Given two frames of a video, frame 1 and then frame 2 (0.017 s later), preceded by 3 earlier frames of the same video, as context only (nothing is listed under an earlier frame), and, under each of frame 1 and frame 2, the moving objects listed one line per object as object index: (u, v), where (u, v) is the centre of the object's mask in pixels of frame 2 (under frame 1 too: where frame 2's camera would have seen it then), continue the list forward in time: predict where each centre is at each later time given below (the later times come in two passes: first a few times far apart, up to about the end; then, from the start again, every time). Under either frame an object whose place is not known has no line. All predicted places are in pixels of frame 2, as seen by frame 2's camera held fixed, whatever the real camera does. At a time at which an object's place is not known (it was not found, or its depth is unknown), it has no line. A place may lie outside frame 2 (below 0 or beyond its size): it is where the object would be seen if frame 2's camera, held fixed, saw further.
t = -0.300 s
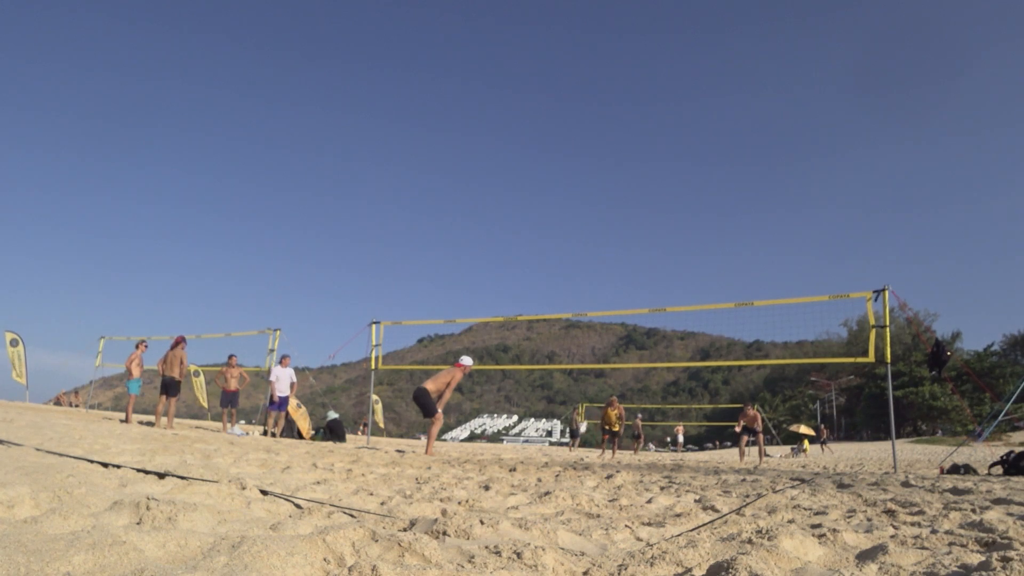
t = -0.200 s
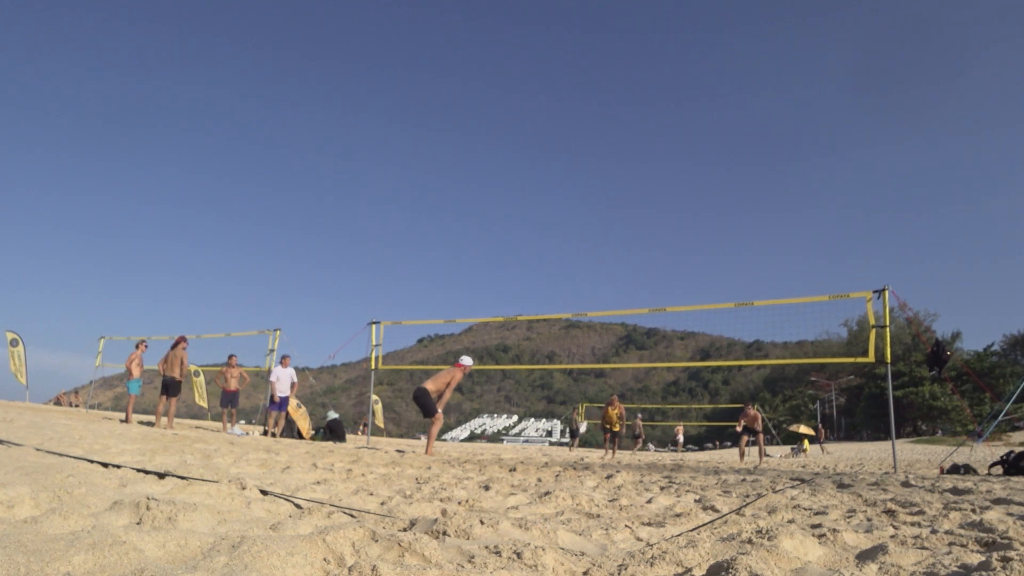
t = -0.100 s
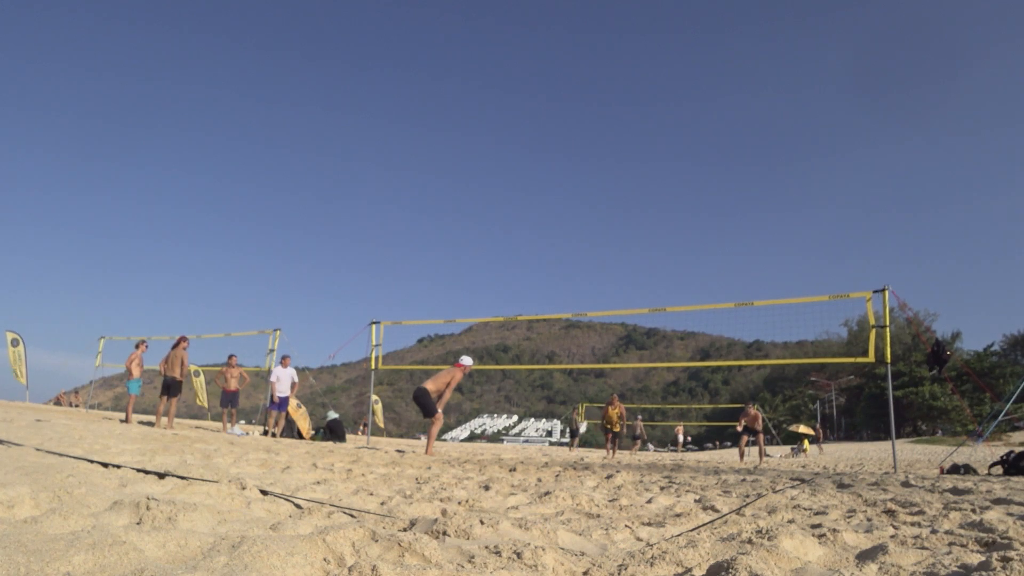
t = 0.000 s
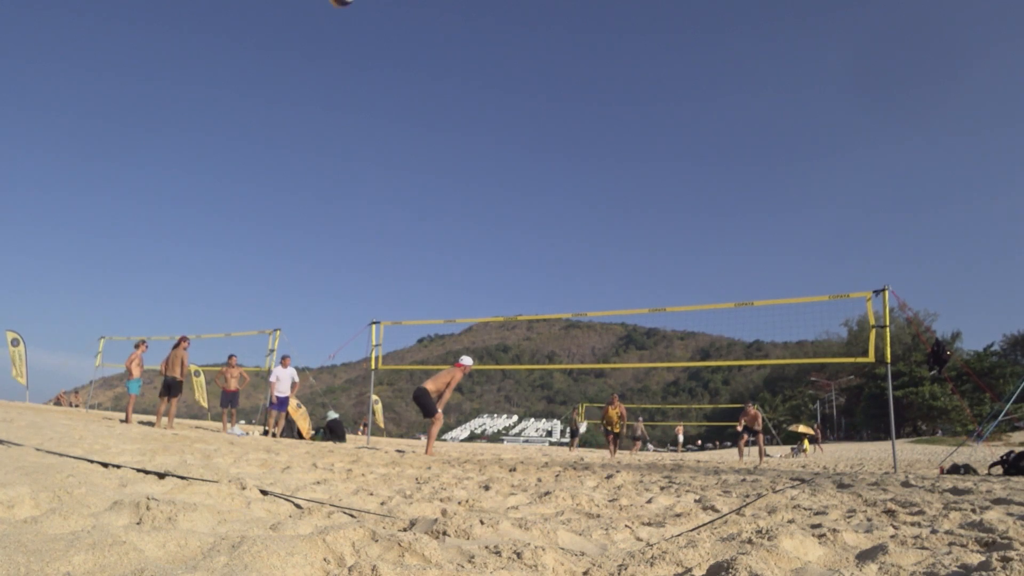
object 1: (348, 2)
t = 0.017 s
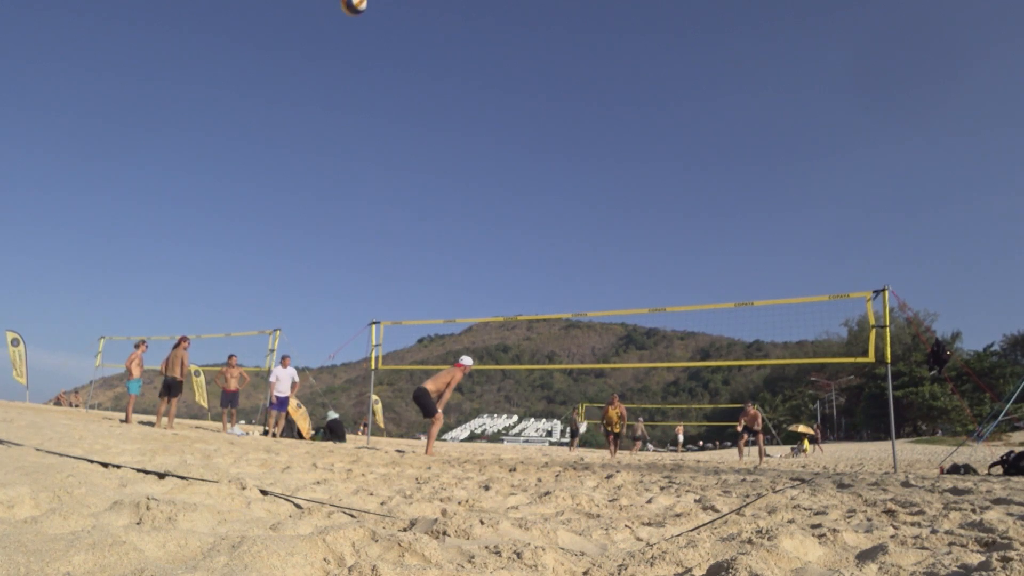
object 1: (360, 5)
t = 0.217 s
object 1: (459, 86)
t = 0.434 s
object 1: (510, 157)
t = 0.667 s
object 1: (540, 228)
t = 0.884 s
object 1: (556, 295)
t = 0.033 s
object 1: (370, 9)
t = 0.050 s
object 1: (381, 17)
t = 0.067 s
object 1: (392, 25)
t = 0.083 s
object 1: (401, 32)
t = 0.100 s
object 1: (410, 40)
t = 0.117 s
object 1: (419, 47)
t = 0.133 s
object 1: (427, 54)
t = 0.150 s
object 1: (434, 61)
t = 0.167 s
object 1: (441, 67)
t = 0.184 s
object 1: (447, 74)
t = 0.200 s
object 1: (453, 80)
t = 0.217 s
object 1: (459, 86)
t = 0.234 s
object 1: (465, 92)
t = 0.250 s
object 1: (470, 98)
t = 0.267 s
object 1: (474, 104)
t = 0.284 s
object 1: (479, 110)
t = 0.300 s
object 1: (483, 115)
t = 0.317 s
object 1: (487, 121)
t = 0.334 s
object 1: (491, 126)
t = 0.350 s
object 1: (494, 132)
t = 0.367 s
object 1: (497, 137)
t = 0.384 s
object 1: (501, 142)
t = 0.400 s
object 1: (504, 147)
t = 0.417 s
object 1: (507, 152)
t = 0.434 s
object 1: (510, 157)
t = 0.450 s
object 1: (512, 162)
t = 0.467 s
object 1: (515, 167)
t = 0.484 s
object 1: (518, 172)
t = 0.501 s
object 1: (520, 177)
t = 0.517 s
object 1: (523, 182)
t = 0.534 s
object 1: (525, 187)
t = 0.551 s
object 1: (527, 192)
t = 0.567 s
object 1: (529, 197)
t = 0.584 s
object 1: (531, 202)
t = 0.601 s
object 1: (533, 207)
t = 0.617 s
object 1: (535, 212)
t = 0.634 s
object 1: (537, 217)
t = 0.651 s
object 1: (538, 223)
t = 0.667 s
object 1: (540, 228)
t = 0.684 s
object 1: (541, 233)
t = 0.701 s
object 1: (543, 238)
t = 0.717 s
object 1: (544, 243)
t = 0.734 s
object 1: (546, 248)
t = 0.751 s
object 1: (547, 253)
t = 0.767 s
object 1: (548, 258)
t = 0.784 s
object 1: (549, 264)
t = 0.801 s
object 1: (550, 269)
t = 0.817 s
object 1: (552, 274)
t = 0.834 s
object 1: (553, 279)
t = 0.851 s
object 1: (554, 284)
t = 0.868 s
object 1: (555, 289)
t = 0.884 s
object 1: (556, 295)
